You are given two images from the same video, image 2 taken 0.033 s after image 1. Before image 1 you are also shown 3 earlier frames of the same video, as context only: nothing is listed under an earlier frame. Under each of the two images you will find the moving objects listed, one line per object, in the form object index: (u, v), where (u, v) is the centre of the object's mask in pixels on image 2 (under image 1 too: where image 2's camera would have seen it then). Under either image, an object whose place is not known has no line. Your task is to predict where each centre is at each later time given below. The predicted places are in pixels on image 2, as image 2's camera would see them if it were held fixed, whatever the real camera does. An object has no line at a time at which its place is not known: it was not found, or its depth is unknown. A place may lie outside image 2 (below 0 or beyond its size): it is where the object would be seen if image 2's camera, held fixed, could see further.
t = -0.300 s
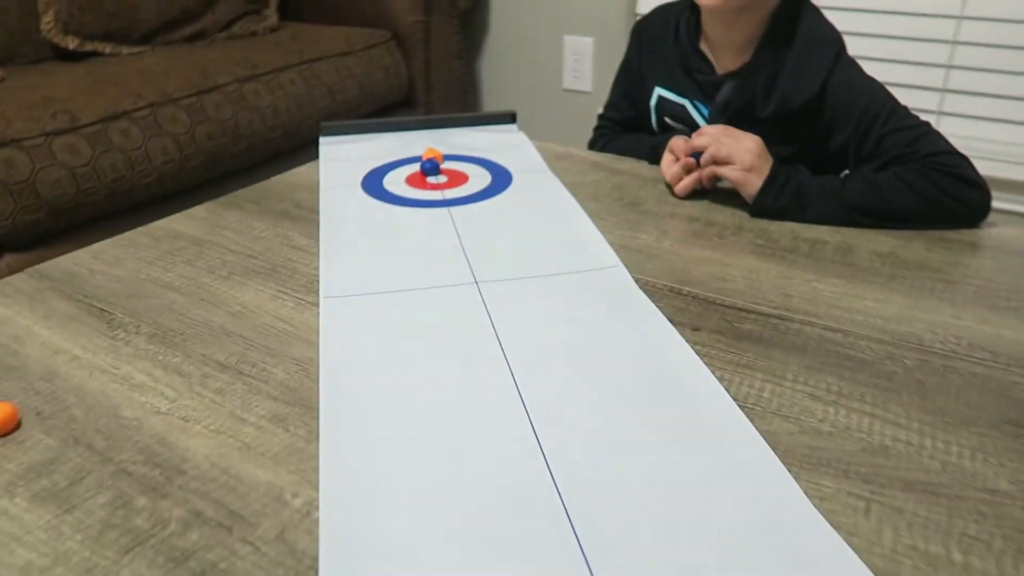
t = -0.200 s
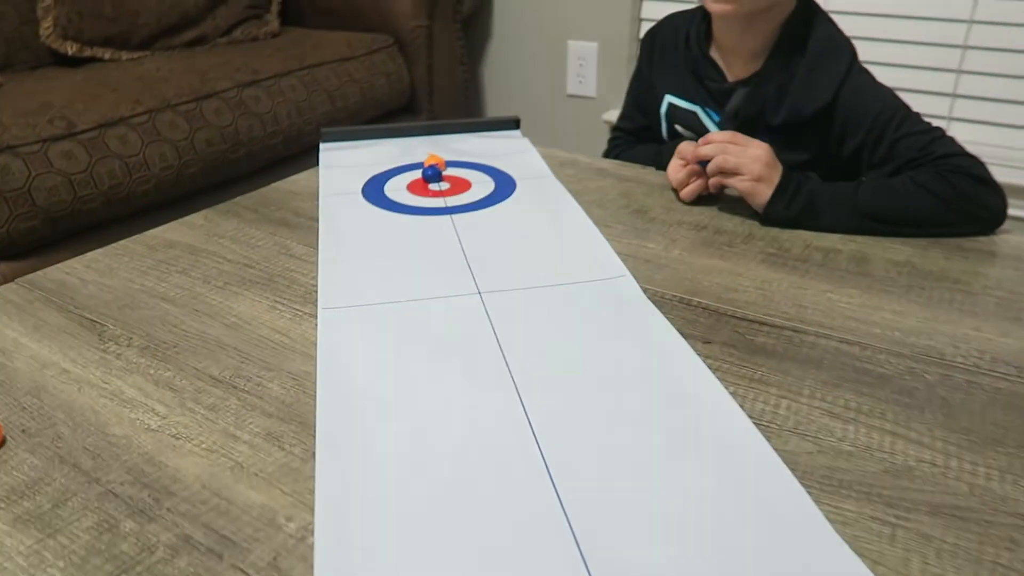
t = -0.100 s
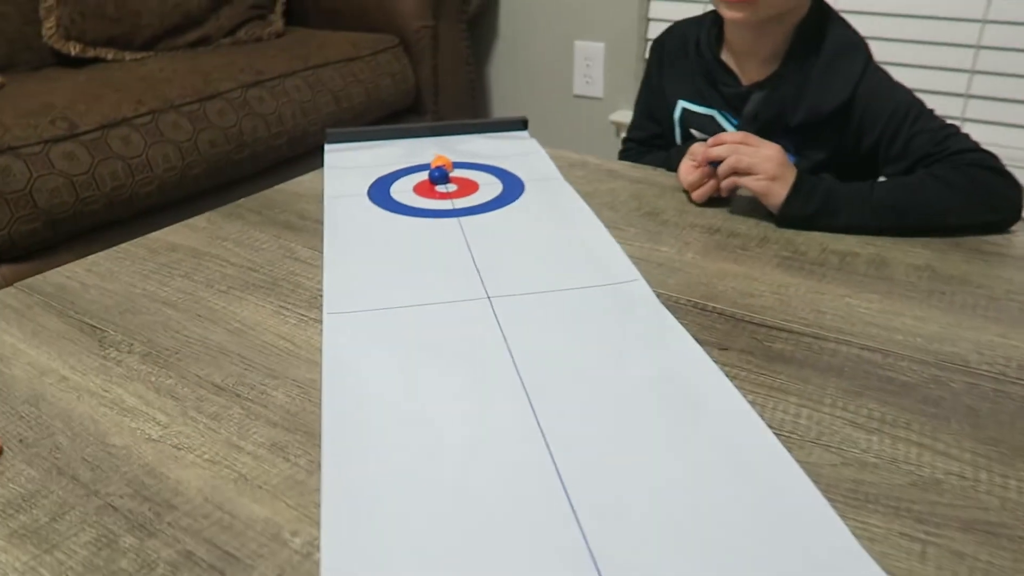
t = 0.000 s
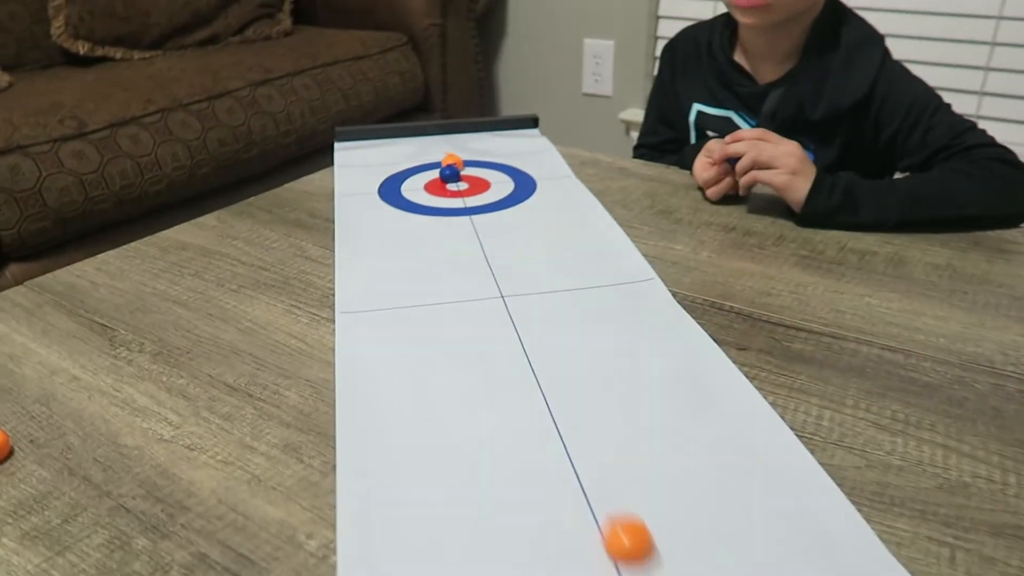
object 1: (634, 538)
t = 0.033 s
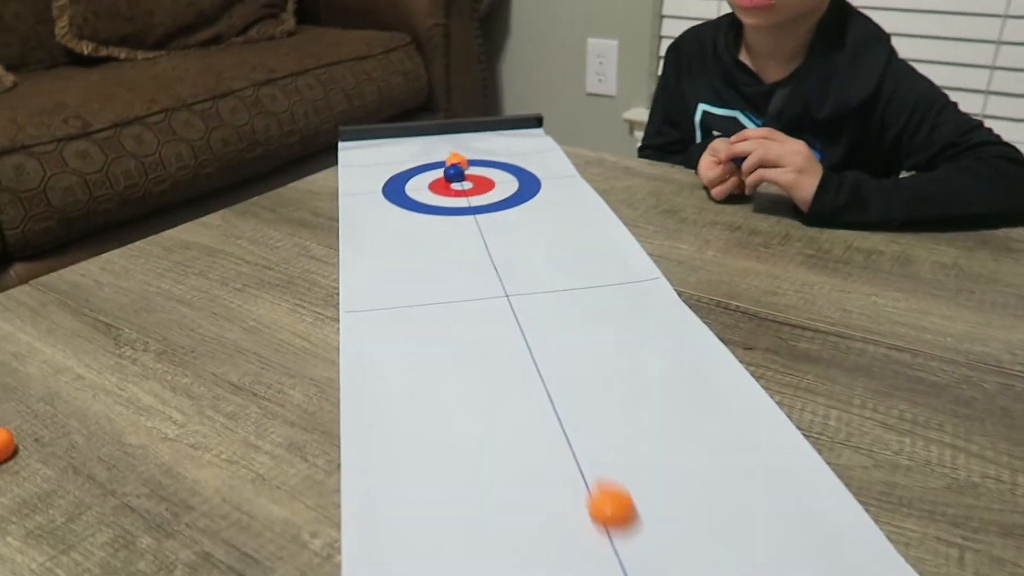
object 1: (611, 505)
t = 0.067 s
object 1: (592, 475)
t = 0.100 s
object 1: (575, 451)
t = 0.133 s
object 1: (558, 426)
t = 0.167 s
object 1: (544, 404)
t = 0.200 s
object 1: (532, 384)
